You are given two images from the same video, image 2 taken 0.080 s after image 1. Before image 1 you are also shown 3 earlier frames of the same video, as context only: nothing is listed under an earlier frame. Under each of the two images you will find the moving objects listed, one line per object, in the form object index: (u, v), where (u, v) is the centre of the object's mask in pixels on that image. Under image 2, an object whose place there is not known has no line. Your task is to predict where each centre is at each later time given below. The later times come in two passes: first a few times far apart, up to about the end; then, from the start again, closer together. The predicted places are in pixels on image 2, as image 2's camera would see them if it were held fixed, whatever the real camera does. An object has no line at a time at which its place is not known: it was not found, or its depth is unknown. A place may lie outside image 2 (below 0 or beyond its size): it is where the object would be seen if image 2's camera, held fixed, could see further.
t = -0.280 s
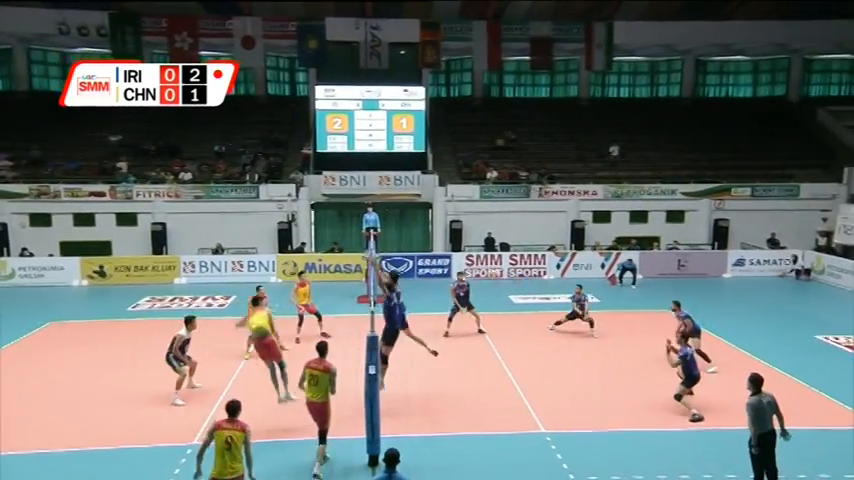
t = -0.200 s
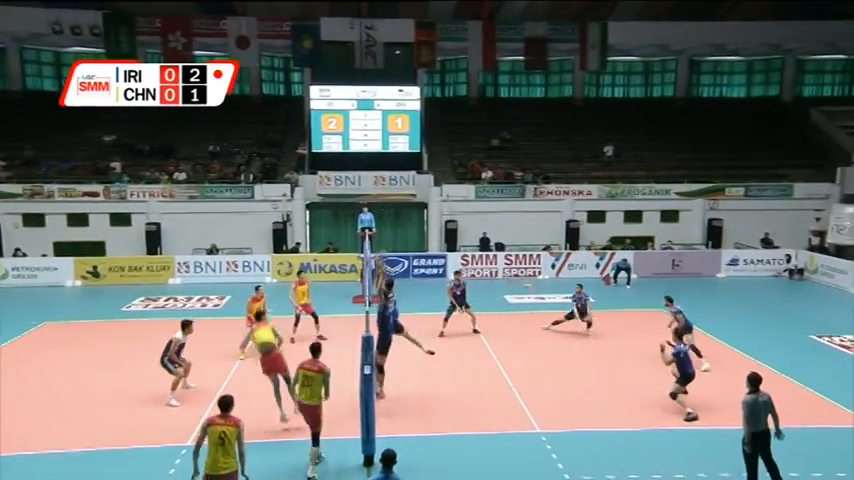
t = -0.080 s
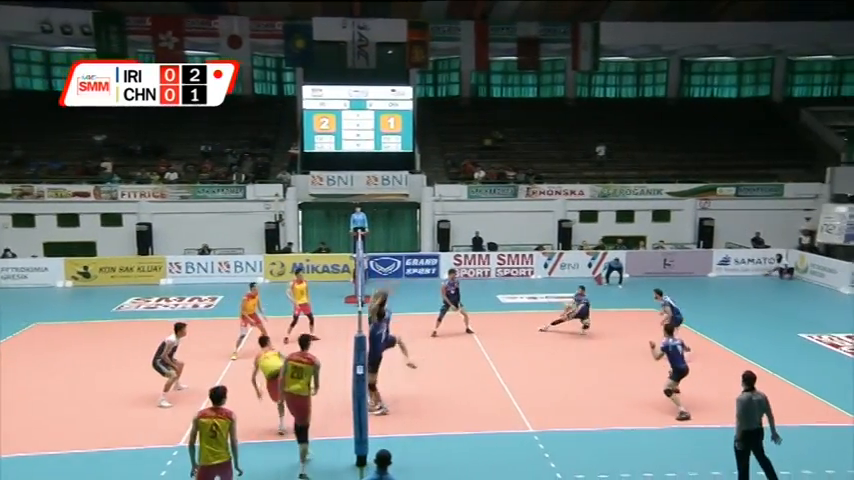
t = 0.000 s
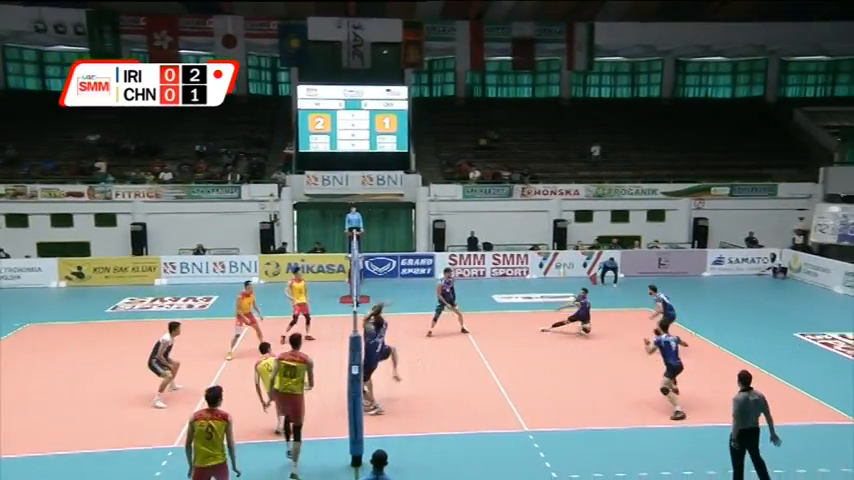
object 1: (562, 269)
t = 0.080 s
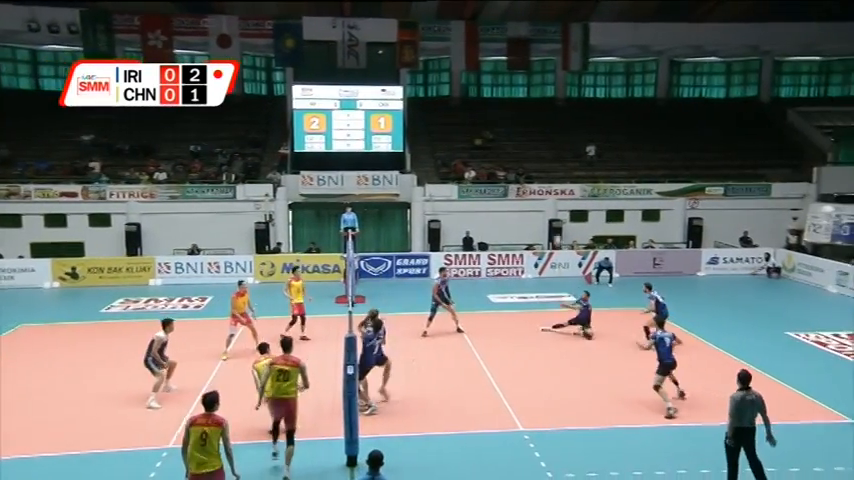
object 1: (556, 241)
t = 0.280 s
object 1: (558, 168)
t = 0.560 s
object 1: (563, 88)
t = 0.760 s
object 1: (569, 47)
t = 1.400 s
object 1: (586, 35)
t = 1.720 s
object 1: (592, 110)
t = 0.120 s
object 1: (557, 225)
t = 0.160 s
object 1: (557, 211)
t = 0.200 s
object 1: (557, 194)
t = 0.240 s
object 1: (558, 180)
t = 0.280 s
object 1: (558, 168)
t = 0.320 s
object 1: (559, 155)
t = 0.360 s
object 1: (560, 142)
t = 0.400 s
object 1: (560, 131)
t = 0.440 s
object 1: (561, 119)
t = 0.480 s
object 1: (562, 108)
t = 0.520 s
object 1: (563, 97)
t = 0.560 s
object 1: (563, 88)
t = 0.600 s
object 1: (565, 78)
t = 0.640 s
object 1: (566, 70)
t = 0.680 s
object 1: (567, 62)
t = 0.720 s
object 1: (567, 54)
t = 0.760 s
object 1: (569, 47)
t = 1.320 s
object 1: (584, 26)
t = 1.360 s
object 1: (584, 30)
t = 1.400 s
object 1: (586, 35)
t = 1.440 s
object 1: (587, 42)
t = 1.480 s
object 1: (588, 49)
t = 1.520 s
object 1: (588, 56)
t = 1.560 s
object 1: (589, 64)
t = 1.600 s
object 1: (590, 75)
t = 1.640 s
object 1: (590, 84)
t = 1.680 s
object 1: (591, 97)
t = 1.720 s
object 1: (592, 110)
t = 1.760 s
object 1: (592, 123)
